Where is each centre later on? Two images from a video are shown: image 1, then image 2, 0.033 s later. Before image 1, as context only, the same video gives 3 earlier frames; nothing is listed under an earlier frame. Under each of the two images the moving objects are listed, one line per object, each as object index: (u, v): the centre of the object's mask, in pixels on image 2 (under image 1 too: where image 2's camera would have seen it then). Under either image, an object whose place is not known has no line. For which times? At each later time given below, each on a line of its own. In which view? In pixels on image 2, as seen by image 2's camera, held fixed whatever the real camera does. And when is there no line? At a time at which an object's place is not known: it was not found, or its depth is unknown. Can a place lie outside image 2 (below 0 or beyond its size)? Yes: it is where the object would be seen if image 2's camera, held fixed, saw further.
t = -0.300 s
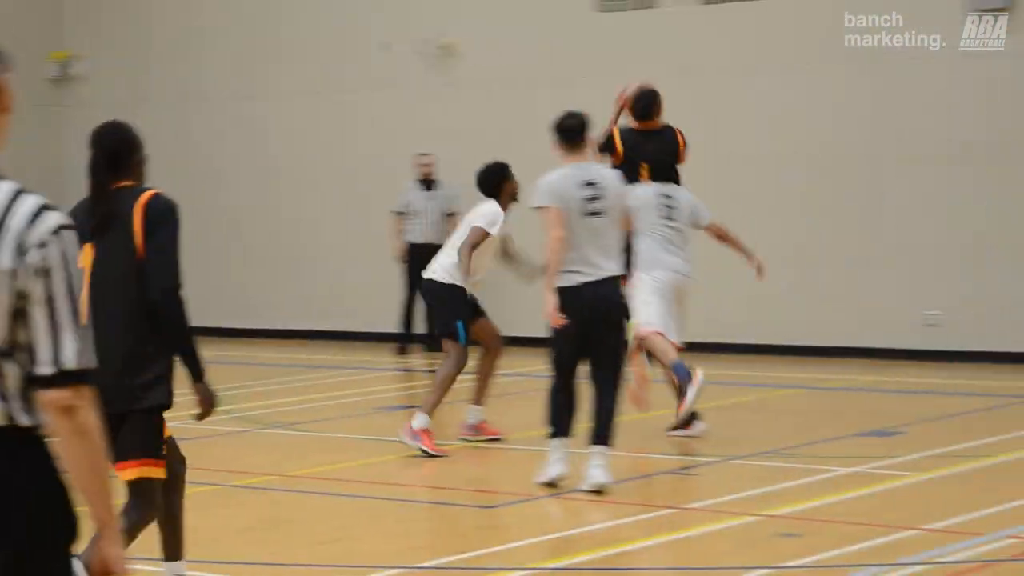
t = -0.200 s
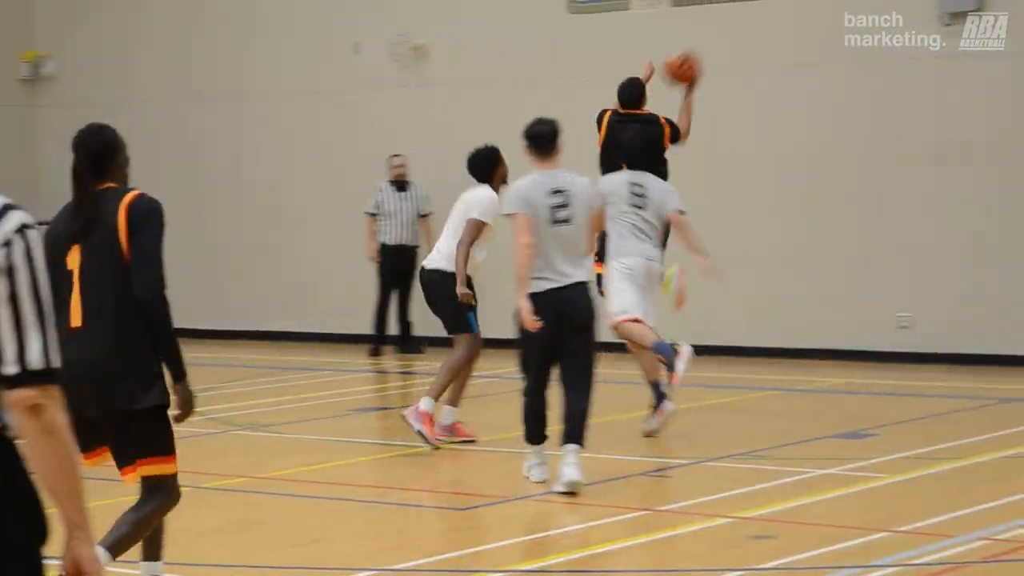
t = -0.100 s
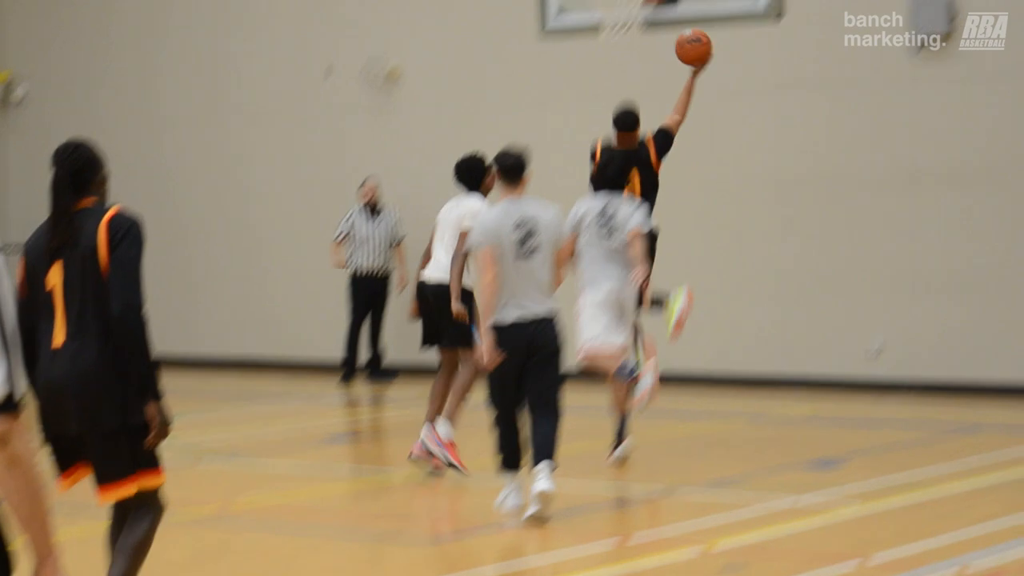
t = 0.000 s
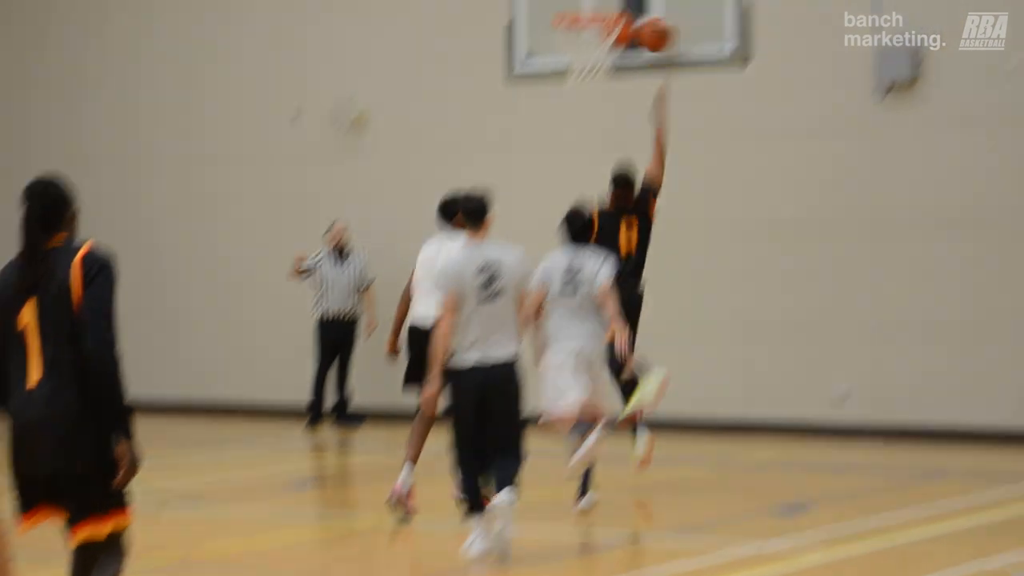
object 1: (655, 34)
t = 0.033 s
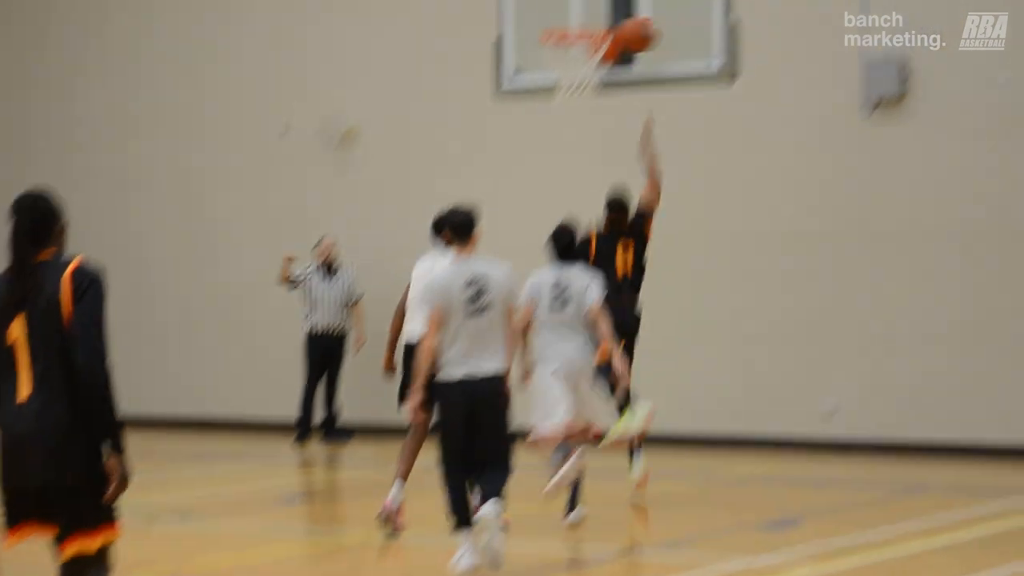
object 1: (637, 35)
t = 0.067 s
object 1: (616, 40)
